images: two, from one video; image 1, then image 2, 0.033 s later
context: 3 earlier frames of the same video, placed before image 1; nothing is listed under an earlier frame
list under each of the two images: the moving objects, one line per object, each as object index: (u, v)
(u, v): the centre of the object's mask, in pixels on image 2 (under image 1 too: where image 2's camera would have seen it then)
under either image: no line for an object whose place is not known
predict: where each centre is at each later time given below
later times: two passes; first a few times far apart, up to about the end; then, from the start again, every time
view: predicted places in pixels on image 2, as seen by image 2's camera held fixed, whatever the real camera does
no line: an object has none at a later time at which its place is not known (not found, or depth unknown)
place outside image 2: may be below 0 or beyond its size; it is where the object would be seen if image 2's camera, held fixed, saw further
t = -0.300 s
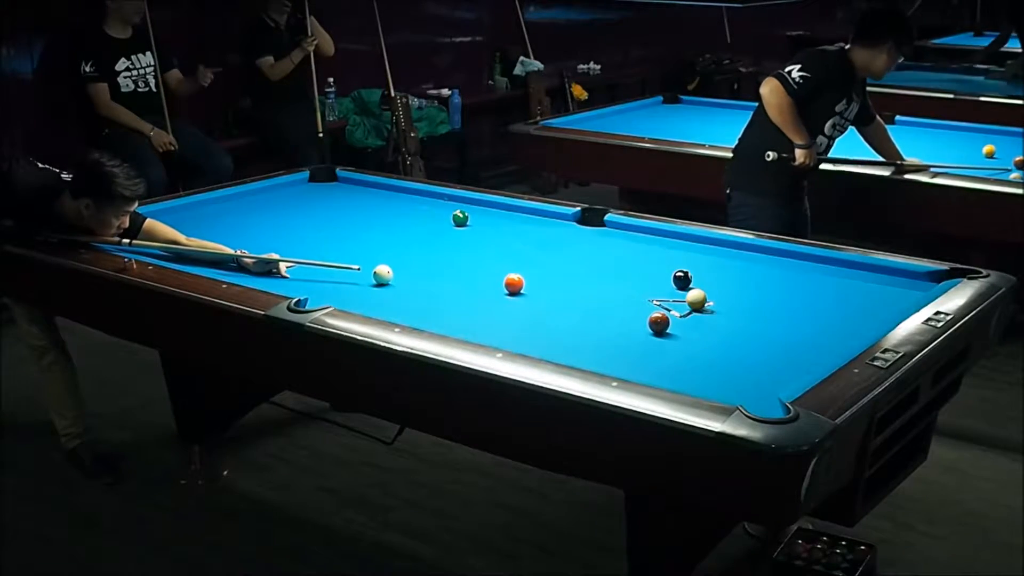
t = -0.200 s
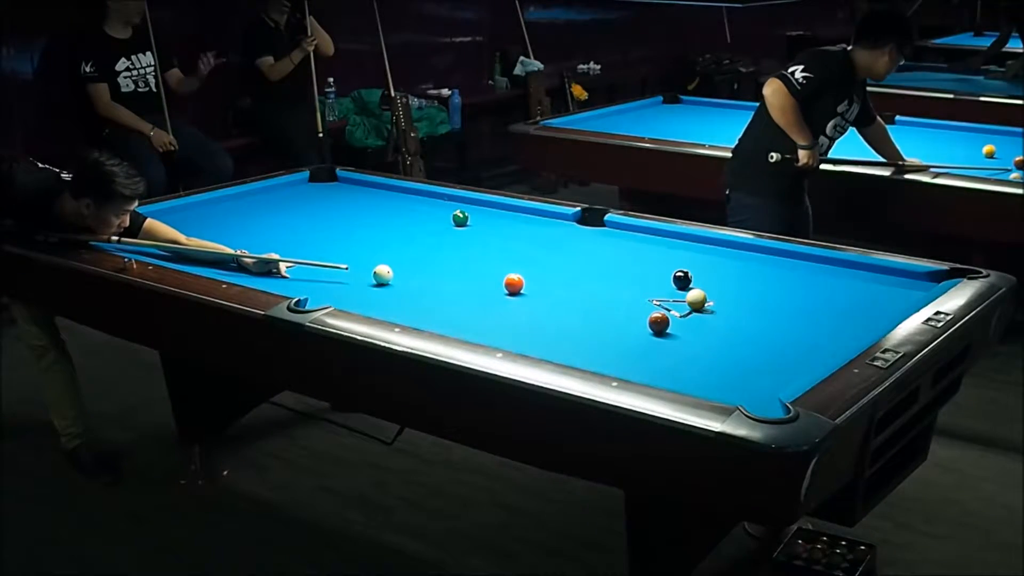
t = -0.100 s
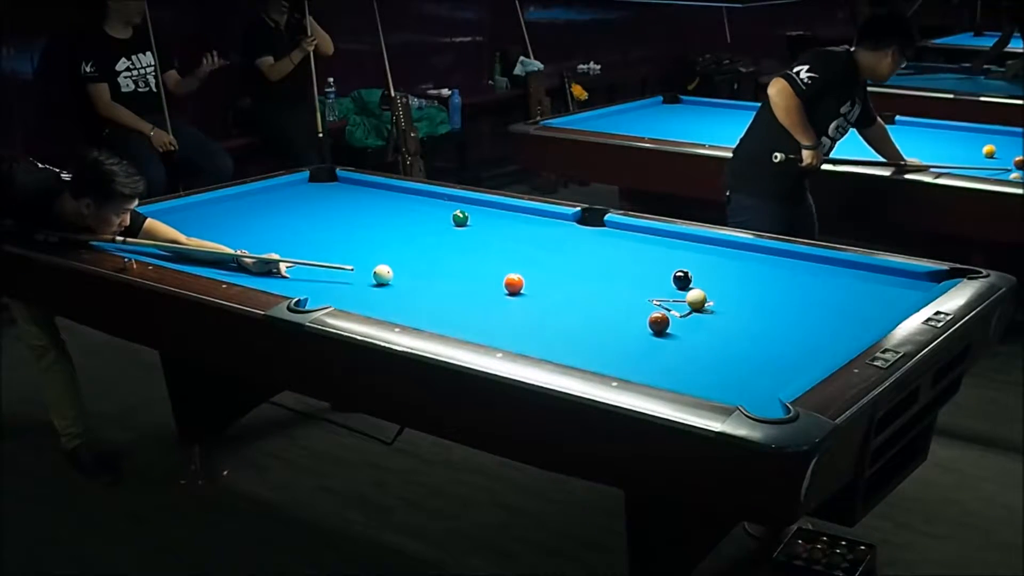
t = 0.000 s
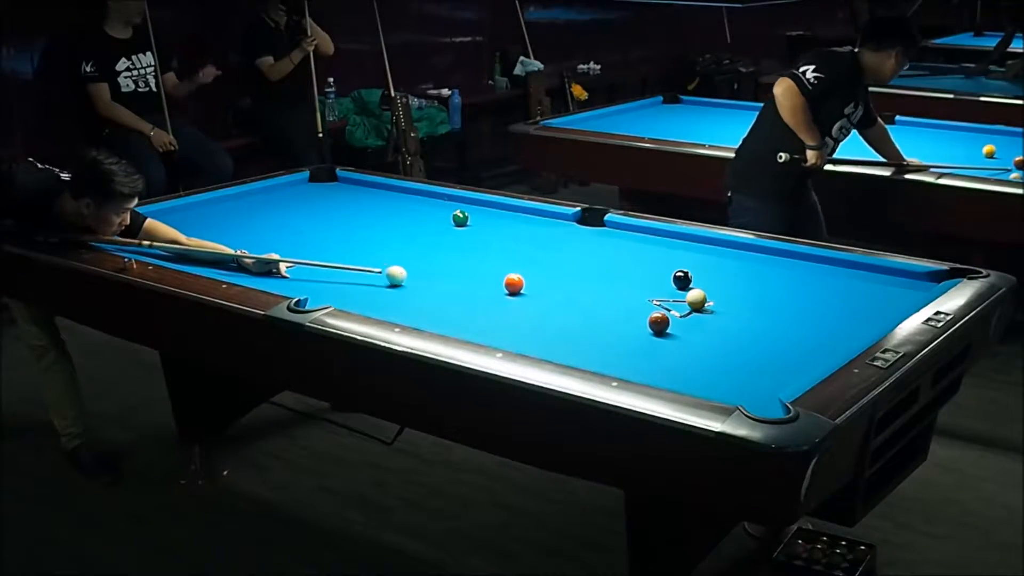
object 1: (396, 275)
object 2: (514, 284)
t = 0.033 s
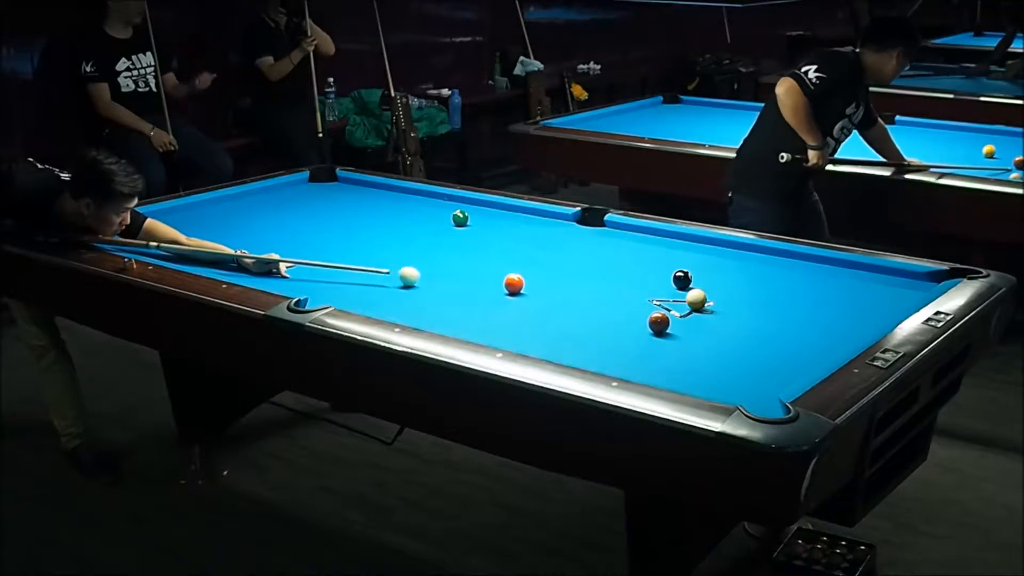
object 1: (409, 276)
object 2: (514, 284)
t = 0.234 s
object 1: (481, 282)
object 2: (514, 284)
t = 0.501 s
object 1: (508, 288)
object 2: (579, 285)
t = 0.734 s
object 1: (528, 294)
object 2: (634, 286)
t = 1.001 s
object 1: (550, 299)
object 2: (694, 284)
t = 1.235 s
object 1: (568, 304)
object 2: (746, 289)
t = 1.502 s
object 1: (588, 309)
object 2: (804, 290)
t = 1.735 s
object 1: (604, 313)
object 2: (853, 291)
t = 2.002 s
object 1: (622, 317)
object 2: (907, 293)
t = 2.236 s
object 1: (636, 321)
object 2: (906, 288)
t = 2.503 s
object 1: (639, 323)
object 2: (888, 281)
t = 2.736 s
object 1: (641, 324)
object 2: (875, 275)
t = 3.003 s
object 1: (642, 326)
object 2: (861, 270)
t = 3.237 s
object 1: (642, 326)
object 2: (850, 265)
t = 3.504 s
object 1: (642, 326)
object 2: (838, 263)
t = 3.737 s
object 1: (642, 326)
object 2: (829, 263)
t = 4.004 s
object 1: (642, 326)
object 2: (821, 262)
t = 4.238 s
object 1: (642, 325)
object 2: (815, 262)
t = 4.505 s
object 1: (642, 325)
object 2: (811, 262)
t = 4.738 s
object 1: (642, 326)
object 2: (809, 262)
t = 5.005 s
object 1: (642, 326)
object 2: (809, 262)
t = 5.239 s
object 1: (642, 325)
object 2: (809, 262)
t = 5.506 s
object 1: (642, 325)
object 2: (809, 262)
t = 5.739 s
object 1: (642, 326)
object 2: (809, 262)
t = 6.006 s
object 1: (642, 326)
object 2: (809, 262)
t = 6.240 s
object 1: (642, 326)
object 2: (809, 262)
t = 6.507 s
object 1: (642, 326)
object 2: (809, 262)
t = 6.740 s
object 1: (642, 326)
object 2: (809, 262)
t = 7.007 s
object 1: (642, 326)
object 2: (809, 262)
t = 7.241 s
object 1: (642, 326)
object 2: (809, 262)
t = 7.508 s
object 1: (642, 325)
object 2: (809, 262)
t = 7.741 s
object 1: (642, 325)
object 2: (809, 262)
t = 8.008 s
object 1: (642, 326)
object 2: (809, 262)
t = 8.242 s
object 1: (642, 326)
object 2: (809, 262)
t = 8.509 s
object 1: (642, 325)
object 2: (809, 262)
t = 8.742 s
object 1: (642, 325)
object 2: (809, 262)
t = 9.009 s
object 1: (642, 326)
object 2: (809, 262)
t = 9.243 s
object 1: (642, 326)
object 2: (809, 262)
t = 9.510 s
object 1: (642, 326)
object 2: (809, 262)
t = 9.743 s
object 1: (642, 326)
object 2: (809, 262)
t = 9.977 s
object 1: (642, 326)
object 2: (809, 262)
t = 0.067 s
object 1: (421, 277)
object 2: (514, 284)
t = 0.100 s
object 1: (433, 278)
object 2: (514, 284)
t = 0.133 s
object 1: (445, 279)
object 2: (514, 284)
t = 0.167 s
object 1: (457, 280)
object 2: (514, 284)
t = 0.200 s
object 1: (469, 281)
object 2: (514, 284)
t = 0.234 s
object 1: (481, 282)
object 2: (514, 284)
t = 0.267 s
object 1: (493, 283)
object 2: (514, 284)
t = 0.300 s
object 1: (494, 284)
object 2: (525, 283)
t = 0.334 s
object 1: (495, 285)
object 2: (535, 284)
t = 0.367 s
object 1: (497, 285)
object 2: (545, 284)
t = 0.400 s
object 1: (500, 286)
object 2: (555, 284)
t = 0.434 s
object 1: (502, 287)
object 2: (563, 284)
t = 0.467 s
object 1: (505, 288)
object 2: (571, 285)
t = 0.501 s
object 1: (508, 288)
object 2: (579, 285)
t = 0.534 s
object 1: (511, 289)
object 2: (587, 285)
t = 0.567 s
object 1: (514, 290)
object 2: (595, 285)
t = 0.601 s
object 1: (517, 291)
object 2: (603, 285)
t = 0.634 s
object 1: (520, 291)
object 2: (611, 286)
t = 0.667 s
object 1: (522, 292)
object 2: (618, 286)
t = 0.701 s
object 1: (525, 293)
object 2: (626, 286)
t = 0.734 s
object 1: (528, 294)
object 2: (634, 286)
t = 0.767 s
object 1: (531, 294)
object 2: (641, 286)
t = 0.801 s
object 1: (534, 295)
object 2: (649, 286)
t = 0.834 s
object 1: (536, 296)
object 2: (657, 287)
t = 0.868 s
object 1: (539, 296)
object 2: (664, 287)
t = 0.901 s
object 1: (542, 297)
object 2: (672, 287)
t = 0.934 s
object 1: (544, 298)
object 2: (680, 287)
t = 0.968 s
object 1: (547, 299)
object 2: (686, 286)
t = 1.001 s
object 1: (550, 299)
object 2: (694, 284)
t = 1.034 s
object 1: (552, 300)
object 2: (703, 285)
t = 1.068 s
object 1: (555, 301)
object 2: (710, 287)
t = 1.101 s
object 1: (558, 301)
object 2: (717, 288)
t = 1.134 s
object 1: (560, 302)
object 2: (725, 288)
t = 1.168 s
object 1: (563, 303)
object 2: (732, 288)
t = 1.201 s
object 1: (566, 303)
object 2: (739, 289)
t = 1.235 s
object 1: (568, 304)
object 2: (746, 289)
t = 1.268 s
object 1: (571, 304)
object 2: (754, 289)
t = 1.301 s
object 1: (573, 305)
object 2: (761, 289)
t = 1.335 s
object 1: (576, 306)
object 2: (768, 289)
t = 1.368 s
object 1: (578, 306)
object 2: (775, 290)
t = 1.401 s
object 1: (581, 307)
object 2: (782, 290)
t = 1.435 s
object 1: (583, 308)
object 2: (790, 290)
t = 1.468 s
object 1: (586, 308)
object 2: (797, 290)
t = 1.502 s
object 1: (588, 309)
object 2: (804, 290)
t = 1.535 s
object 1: (591, 310)
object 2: (811, 290)
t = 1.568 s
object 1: (593, 310)
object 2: (818, 291)
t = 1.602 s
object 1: (595, 311)
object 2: (825, 291)
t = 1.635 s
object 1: (598, 311)
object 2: (832, 291)
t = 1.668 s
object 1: (600, 312)
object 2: (839, 291)
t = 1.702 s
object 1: (602, 312)
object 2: (846, 291)
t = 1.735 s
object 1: (604, 313)
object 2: (853, 291)
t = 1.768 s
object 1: (607, 314)
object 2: (860, 292)
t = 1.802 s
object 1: (609, 314)
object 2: (866, 292)
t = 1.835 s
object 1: (611, 315)
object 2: (873, 292)
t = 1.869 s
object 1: (613, 315)
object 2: (880, 292)
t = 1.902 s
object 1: (616, 316)
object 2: (886, 292)
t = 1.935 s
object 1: (618, 316)
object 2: (893, 293)
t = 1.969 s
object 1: (620, 317)
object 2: (900, 293)
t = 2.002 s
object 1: (622, 317)
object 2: (907, 293)
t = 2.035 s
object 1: (624, 318)
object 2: (912, 292)
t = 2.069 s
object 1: (626, 318)
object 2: (917, 291)
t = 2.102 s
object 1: (628, 319)
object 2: (914, 291)
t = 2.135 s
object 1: (630, 319)
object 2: (912, 291)
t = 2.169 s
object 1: (632, 320)
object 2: (910, 290)
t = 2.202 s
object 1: (634, 320)
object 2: (908, 289)
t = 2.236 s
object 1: (636, 321)
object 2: (906, 288)
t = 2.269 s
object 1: (637, 321)
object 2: (903, 287)
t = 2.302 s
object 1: (637, 321)
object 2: (901, 286)
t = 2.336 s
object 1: (638, 321)
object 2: (899, 285)
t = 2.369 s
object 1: (638, 322)
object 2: (897, 284)
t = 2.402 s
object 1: (638, 322)
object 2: (894, 283)
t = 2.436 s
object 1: (639, 322)
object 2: (892, 283)
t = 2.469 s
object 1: (639, 323)
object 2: (890, 281)
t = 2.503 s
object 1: (639, 323)
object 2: (888, 281)
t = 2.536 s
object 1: (639, 323)
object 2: (886, 280)
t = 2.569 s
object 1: (640, 323)
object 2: (884, 279)
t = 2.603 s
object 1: (640, 324)
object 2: (882, 278)
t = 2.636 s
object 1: (640, 324)
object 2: (880, 278)
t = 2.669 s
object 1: (640, 324)
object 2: (878, 277)
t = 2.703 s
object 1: (641, 324)
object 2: (877, 276)
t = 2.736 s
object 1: (641, 324)
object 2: (875, 275)
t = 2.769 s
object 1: (641, 325)
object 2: (873, 274)
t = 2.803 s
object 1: (641, 325)
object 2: (871, 274)
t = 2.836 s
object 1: (641, 325)
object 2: (869, 273)
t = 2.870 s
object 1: (642, 325)
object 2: (868, 272)
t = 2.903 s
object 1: (642, 325)
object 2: (866, 271)
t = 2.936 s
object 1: (642, 325)
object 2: (864, 271)
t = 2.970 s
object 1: (642, 325)
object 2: (862, 270)
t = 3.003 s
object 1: (642, 326)
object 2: (861, 270)
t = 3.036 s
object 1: (642, 326)
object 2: (859, 269)
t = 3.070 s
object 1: (642, 326)
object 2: (857, 268)
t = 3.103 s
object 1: (642, 326)
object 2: (856, 268)
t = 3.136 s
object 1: (642, 326)
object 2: (855, 267)
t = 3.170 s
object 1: (642, 326)
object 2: (853, 266)
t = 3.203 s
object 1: (642, 326)
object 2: (852, 266)
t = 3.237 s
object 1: (642, 326)
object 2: (850, 265)
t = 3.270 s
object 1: (642, 326)
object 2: (849, 264)
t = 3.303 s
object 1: (642, 326)
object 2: (847, 264)
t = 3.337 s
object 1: (642, 326)
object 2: (846, 264)
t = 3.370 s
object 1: (642, 326)
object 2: (844, 263)
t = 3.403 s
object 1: (642, 326)
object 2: (843, 263)
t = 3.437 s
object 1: (642, 326)
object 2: (841, 263)
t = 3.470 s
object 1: (642, 326)
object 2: (840, 263)
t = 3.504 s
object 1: (642, 326)
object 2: (838, 263)
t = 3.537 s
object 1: (642, 326)
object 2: (837, 263)
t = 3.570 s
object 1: (642, 326)
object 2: (835, 263)
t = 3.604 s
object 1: (642, 326)
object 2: (834, 263)
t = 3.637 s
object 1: (642, 326)
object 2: (833, 263)
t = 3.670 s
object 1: (642, 326)
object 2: (832, 263)
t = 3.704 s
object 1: (642, 326)
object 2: (830, 263)
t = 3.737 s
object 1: (642, 326)
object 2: (829, 263)
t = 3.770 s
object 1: (642, 326)
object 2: (828, 263)
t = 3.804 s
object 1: (642, 326)
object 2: (827, 263)
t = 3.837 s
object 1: (642, 326)
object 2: (826, 263)
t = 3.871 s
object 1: (642, 326)
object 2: (825, 263)
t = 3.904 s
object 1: (642, 326)
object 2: (824, 262)
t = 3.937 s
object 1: (642, 326)
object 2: (823, 263)
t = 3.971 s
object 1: (642, 326)
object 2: (822, 262)
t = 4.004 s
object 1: (642, 326)
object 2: (821, 262)
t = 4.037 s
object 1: (642, 325)
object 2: (820, 262)
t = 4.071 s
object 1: (642, 326)
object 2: (819, 262)
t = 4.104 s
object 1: (642, 326)
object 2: (818, 262)
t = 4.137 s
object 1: (642, 325)
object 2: (818, 262)
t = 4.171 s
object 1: (642, 326)
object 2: (817, 262)
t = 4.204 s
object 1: (642, 325)
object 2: (816, 262)
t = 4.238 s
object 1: (642, 325)
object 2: (815, 262)
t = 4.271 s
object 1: (642, 325)
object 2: (815, 262)
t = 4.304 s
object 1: (642, 325)
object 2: (814, 262)
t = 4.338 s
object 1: (642, 325)
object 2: (813, 262)
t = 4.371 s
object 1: (642, 325)
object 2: (813, 262)
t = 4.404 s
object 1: (642, 325)
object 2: (813, 262)
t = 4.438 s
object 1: (642, 325)
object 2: (812, 262)
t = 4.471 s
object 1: (642, 325)
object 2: (812, 262)
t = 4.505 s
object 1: (642, 325)
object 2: (811, 262)
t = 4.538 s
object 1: (642, 325)
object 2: (811, 262)
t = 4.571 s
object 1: (642, 326)
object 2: (810, 262)
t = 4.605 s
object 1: (642, 326)
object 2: (810, 262)
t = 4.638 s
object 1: (642, 326)
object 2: (810, 262)
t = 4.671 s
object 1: (642, 326)
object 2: (810, 262)
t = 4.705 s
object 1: (642, 326)
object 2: (810, 262)
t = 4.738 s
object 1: (642, 326)
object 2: (809, 262)
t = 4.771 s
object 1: (642, 326)
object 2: (809, 262)
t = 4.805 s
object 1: (642, 326)
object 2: (809, 262)
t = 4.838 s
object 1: (642, 326)
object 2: (809, 262)
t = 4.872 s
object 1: (642, 326)
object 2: (809, 262)
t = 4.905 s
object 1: (642, 326)
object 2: (809, 262)
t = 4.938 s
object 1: (642, 326)
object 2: (809, 262)
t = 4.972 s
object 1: (642, 326)
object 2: (809, 262)
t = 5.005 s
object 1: (642, 326)
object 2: (809, 262)
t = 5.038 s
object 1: (642, 326)
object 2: (809, 262)
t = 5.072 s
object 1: (642, 326)
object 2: (809, 262)
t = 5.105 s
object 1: (642, 326)
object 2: (809, 262)
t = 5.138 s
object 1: (642, 325)
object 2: (809, 262)
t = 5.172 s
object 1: (642, 325)
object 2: (809, 262)
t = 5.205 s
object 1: (642, 326)
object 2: (809, 262)
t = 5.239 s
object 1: (642, 325)
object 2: (809, 262)
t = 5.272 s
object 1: (642, 326)
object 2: (809, 262)
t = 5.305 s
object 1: (642, 326)
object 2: (809, 262)
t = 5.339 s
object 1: (642, 326)
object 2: (809, 262)
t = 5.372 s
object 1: (642, 326)
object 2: (809, 262)
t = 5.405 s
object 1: (642, 326)
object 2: (809, 262)
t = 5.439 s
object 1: (642, 325)
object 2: (809, 262)
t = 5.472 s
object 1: (642, 325)
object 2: (809, 262)
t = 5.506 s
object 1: (642, 325)
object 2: (809, 262)
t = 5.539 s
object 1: (642, 325)
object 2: (809, 262)
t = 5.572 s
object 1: (642, 326)
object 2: (809, 262)
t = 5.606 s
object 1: (642, 325)
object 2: (809, 262)
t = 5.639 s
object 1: (642, 326)
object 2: (809, 262)
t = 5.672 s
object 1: (642, 326)
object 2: (809, 262)
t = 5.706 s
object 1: (642, 325)
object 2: (809, 262)
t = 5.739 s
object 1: (642, 326)
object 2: (809, 262)
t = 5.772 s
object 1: (642, 326)
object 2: (809, 262)
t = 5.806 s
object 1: (642, 326)
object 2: (809, 262)
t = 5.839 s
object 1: (642, 326)
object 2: (809, 262)
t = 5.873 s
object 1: (642, 326)
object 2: (809, 262)
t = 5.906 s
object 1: (642, 326)
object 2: (809, 262)
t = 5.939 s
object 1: (642, 326)
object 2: (809, 262)
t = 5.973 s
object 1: (642, 326)
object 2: (809, 262)
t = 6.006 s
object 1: (642, 326)
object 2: (809, 262)
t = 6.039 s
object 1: (642, 326)
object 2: (809, 262)
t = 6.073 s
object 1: (642, 326)
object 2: (809, 262)
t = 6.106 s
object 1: (642, 326)
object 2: (809, 262)
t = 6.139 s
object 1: (642, 326)
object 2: (809, 262)
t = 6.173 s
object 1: (642, 326)
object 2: (809, 262)
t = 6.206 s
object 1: (642, 326)
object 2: (809, 262)
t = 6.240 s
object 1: (642, 326)
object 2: (809, 262)
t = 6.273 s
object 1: (642, 326)
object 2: (809, 262)
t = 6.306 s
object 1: (642, 326)
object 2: (809, 262)
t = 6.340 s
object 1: (642, 326)
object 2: (809, 262)
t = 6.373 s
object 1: (642, 326)
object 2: (809, 262)
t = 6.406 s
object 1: (642, 326)
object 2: (809, 262)
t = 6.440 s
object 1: (642, 326)
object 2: (809, 262)
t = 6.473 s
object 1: (642, 326)
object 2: (809, 262)
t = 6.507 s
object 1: (642, 326)
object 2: (809, 262)
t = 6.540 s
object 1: (642, 326)
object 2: (809, 262)
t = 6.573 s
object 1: (642, 326)
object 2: (809, 262)
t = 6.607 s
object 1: (642, 326)
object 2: (809, 262)
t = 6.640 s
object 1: (642, 326)
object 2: (809, 262)
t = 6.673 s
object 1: (642, 326)
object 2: (809, 262)
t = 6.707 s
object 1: (642, 326)
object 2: (808, 262)
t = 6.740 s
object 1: (642, 326)
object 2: (809, 262)
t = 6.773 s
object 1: (642, 326)
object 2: (809, 262)
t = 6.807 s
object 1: (642, 326)
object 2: (809, 262)
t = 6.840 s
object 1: (642, 326)
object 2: (809, 262)
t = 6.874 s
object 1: (642, 326)
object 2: (809, 262)
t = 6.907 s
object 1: (642, 326)
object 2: (809, 262)
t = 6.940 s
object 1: (642, 326)
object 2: (809, 262)
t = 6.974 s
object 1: (642, 326)
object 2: (809, 262)
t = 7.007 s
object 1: (642, 326)
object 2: (809, 262)
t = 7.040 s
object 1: (642, 326)
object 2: (809, 262)
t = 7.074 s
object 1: (642, 326)
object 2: (809, 262)
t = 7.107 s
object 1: (642, 326)
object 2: (809, 262)
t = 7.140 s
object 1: (642, 326)
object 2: (809, 262)
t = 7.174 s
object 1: (642, 326)
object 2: (809, 262)
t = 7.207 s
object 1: (642, 326)
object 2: (809, 262)
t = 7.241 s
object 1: (642, 326)
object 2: (809, 262)
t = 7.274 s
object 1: (642, 326)
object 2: (809, 262)
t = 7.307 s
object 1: (642, 325)
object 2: (809, 262)
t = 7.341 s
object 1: (642, 325)
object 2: (809, 262)
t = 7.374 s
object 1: (642, 325)
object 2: (809, 262)
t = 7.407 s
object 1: (642, 325)
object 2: (809, 262)
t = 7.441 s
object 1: (642, 325)
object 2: (809, 262)
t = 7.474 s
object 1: (642, 325)
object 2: (809, 262)
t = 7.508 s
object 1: (642, 325)
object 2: (809, 262)
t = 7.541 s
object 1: (642, 325)
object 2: (809, 262)
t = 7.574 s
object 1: (642, 325)
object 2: (809, 262)
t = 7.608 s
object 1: (642, 325)
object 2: (809, 262)
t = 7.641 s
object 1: (642, 325)
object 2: (809, 262)
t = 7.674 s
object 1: (642, 325)
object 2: (809, 262)
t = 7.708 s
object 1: (642, 325)
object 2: (809, 262)
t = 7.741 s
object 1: (642, 325)
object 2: (809, 262)
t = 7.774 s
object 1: (642, 325)
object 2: (809, 262)
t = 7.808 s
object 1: (642, 325)
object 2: (809, 262)
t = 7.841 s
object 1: (642, 325)
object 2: (809, 262)
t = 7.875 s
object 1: (642, 325)
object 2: (809, 262)
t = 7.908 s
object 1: (642, 326)
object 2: (809, 262)
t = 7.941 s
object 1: (642, 325)
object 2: (809, 262)
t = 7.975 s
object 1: (642, 326)
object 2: (809, 262)
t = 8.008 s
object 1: (642, 326)
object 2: (809, 262)
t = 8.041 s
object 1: (642, 326)
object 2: (809, 262)
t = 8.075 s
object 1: (642, 326)
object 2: (809, 262)
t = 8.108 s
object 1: (642, 325)
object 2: (809, 262)
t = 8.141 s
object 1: (642, 326)
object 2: (809, 262)
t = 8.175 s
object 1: (642, 326)
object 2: (809, 262)
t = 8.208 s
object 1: (642, 326)
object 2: (809, 262)
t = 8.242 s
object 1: (642, 326)
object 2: (809, 262)
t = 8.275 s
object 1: (642, 326)
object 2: (809, 262)
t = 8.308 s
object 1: (642, 326)
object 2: (809, 262)
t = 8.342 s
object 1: (642, 326)
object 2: (809, 262)
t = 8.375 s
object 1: (642, 326)
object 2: (808, 262)
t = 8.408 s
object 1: (642, 326)
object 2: (809, 262)
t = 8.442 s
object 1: (642, 325)
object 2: (808, 262)
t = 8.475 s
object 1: (642, 326)
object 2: (809, 262)
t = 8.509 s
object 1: (642, 325)
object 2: (809, 262)
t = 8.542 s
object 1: (642, 325)
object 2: (809, 262)
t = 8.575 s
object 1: (642, 325)
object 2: (809, 262)
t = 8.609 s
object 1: (642, 325)
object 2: (809, 262)
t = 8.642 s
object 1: (642, 325)
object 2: (809, 262)
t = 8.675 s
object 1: (642, 325)
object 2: (809, 262)
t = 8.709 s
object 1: (642, 326)
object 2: (809, 262)
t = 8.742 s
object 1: (642, 325)
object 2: (809, 262)
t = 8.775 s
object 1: (642, 325)
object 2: (809, 262)
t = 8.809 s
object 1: (642, 326)
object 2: (809, 262)
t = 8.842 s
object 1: (642, 326)
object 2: (809, 262)
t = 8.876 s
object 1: (642, 326)
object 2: (809, 262)
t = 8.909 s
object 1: (642, 326)
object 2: (809, 262)
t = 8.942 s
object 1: (642, 326)
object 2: (809, 262)
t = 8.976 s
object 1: (642, 326)
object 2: (809, 262)
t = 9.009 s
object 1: (642, 326)
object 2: (809, 262)
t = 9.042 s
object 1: (642, 326)
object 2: (809, 262)
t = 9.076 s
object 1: (642, 326)
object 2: (809, 262)
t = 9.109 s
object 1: (642, 326)
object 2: (809, 262)
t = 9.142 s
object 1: (642, 326)
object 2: (809, 262)
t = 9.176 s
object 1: (642, 326)
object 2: (809, 262)
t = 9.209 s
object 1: (642, 326)
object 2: (809, 262)
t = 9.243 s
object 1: (642, 326)
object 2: (809, 262)
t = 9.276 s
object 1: (642, 326)
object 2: (809, 262)
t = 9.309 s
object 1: (642, 326)
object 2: (809, 262)
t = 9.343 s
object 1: (642, 326)
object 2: (809, 262)
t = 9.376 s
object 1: (642, 325)
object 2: (809, 262)
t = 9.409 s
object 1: (642, 325)
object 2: (809, 262)
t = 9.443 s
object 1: (642, 325)
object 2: (809, 262)
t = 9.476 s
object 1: (642, 326)
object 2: (809, 262)
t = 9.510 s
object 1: (642, 326)
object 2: (809, 262)
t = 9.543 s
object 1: (642, 325)
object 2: (809, 262)
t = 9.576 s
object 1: (642, 325)
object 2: (809, 262)
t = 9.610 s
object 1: (642, 325)
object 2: (809, 262)
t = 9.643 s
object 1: (642, 326)
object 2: (809, 262)
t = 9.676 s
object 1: (642, 326)
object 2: (809, 262)
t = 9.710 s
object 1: (642, 325)
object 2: (809, 262)
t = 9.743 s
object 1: (642, 326)
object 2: (809, 262)
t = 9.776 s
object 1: (642, 326)
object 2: (809, 262)
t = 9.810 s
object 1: (642, 326)
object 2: (809, 262)
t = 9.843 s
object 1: (642, 326)
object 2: (809, 262)
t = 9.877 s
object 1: (642, 326)
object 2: (809, 262)
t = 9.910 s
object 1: (642, 326)
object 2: (809, 262)
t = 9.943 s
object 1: (642, 326)
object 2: (809, 262)
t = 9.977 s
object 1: (642, 326)
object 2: (809, 262)
